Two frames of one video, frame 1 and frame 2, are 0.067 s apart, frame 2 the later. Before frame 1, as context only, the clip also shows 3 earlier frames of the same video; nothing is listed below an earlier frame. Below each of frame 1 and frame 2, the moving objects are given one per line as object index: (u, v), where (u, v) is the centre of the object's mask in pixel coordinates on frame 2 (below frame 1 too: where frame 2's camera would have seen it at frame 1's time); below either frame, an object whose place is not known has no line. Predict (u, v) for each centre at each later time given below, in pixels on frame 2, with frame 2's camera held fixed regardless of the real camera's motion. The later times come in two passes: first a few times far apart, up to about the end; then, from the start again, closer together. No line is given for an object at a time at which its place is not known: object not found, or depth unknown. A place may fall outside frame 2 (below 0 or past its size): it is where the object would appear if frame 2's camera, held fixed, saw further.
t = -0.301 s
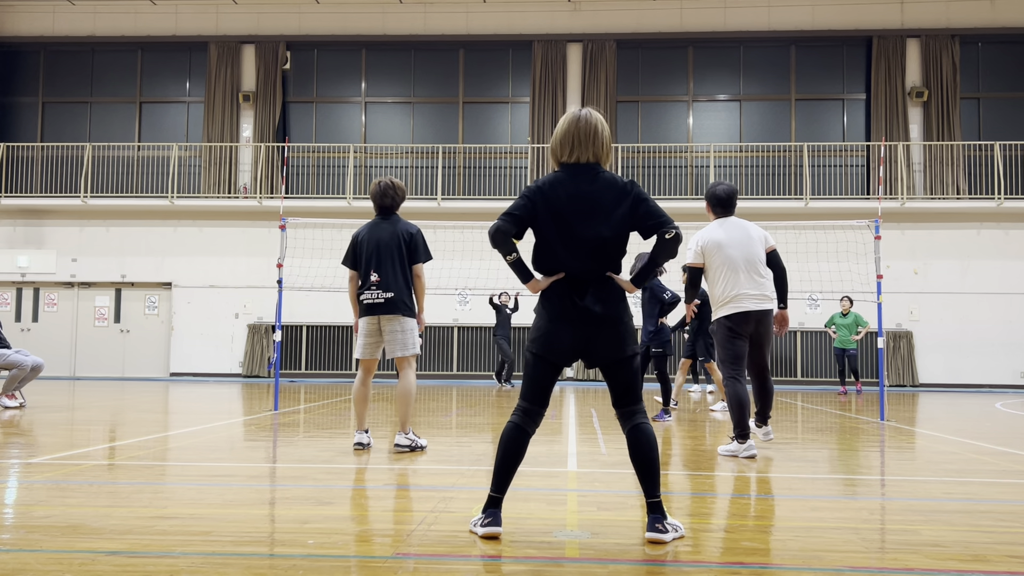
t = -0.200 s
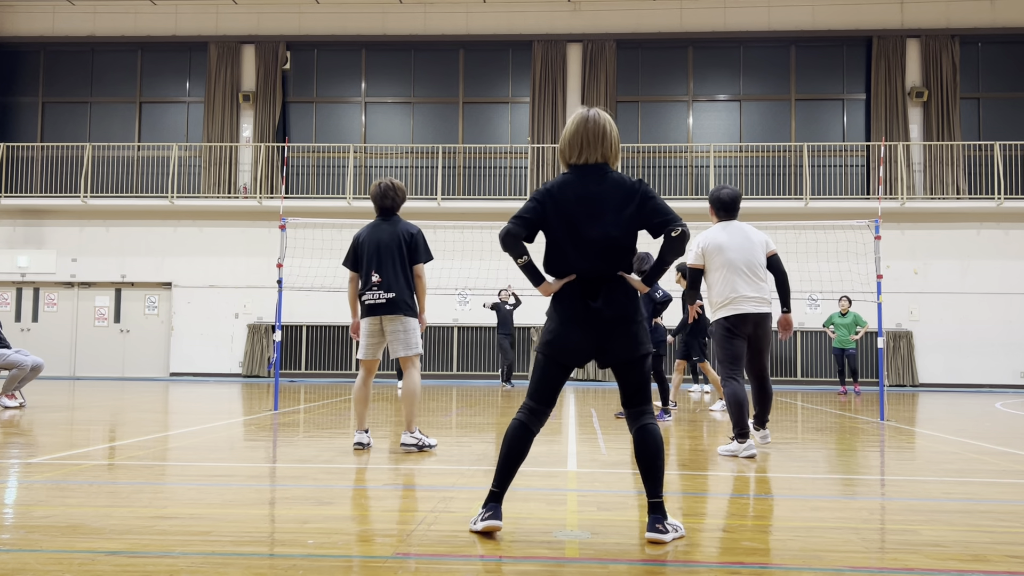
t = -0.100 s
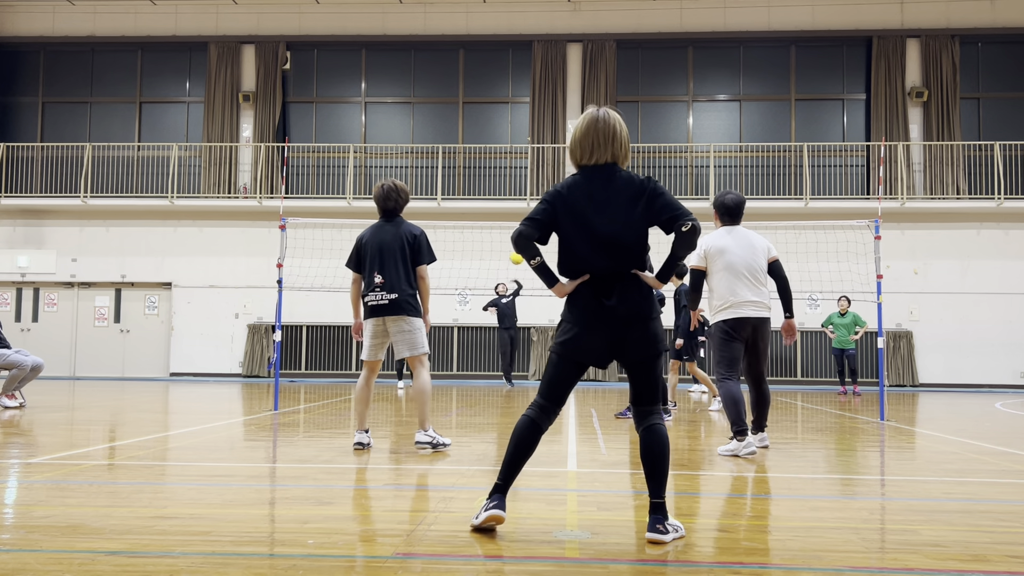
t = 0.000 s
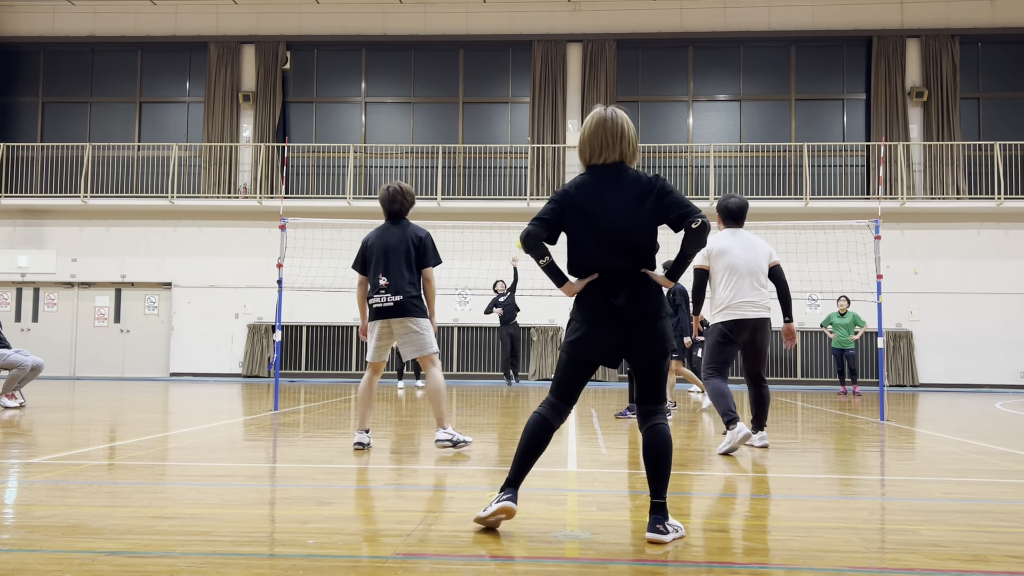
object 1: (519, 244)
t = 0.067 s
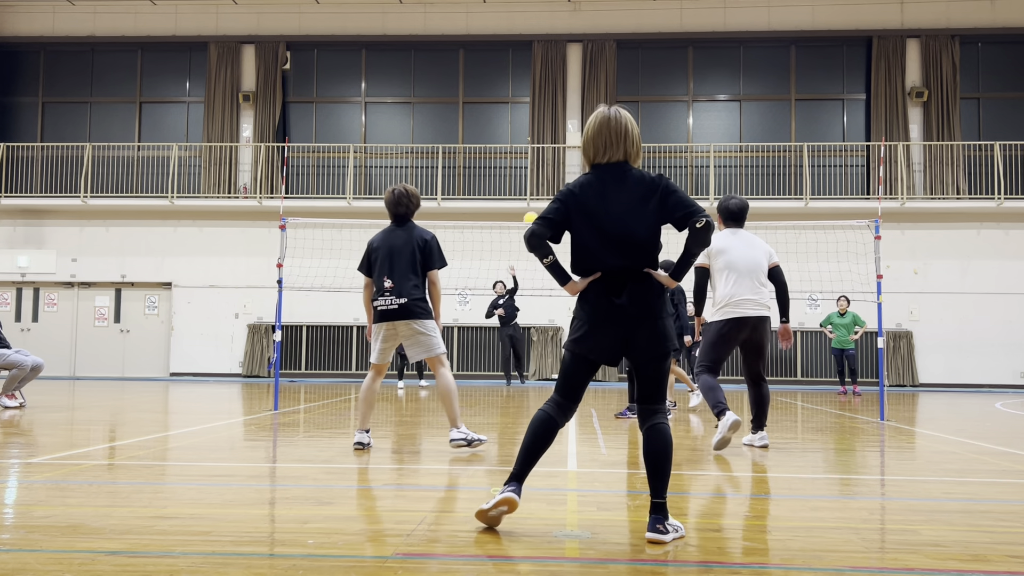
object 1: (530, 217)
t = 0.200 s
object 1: (546, 178)
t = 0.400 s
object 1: (574, 123)
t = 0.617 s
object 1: (602, 75)
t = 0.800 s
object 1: (633, 48)
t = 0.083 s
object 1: (532, 214)
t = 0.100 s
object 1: (534, 209)
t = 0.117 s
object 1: (536, 204)
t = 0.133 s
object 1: (538, 198)
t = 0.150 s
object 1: (540, 193)
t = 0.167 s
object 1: (542, 188)
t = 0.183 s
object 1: (544, 183)
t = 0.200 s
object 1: (546, 178)
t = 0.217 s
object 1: (549, 173)
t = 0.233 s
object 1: (551, 169)
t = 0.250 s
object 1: (553, 164)
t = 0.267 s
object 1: (556, 159)
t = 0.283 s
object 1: (558, 155)
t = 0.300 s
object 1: (560, 150)
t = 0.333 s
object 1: (565, 141)
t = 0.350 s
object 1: (567, 136)
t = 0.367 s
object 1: (569, 132)
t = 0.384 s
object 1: (572, 128)
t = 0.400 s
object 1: (574, 123)
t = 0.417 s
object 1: (576, 120)
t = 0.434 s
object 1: (578, 115)
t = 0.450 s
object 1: (581, 111)
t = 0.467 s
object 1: (583, 107)
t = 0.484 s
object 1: (585, 103)
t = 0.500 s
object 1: (587, 100)
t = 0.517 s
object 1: (589, 96)
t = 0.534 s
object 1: (591, 92)
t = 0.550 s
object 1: (593, 89)
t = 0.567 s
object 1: (595, 85)
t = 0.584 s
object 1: (598, 82)
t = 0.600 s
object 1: (600, 78)
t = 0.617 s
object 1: (602, 75)
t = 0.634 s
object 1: (605, 72)
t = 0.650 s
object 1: (607, 69)
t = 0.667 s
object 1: (609, 66)
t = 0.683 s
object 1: (612, 63)
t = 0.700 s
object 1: (615, 60)
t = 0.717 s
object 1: (617, 58)
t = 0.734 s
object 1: (620, 56)
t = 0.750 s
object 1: (623, 53)
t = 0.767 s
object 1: (626, 51)
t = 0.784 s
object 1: (630, 49)
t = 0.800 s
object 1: (633, 48)
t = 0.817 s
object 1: (637, 46)
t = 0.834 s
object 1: (640, 45)
